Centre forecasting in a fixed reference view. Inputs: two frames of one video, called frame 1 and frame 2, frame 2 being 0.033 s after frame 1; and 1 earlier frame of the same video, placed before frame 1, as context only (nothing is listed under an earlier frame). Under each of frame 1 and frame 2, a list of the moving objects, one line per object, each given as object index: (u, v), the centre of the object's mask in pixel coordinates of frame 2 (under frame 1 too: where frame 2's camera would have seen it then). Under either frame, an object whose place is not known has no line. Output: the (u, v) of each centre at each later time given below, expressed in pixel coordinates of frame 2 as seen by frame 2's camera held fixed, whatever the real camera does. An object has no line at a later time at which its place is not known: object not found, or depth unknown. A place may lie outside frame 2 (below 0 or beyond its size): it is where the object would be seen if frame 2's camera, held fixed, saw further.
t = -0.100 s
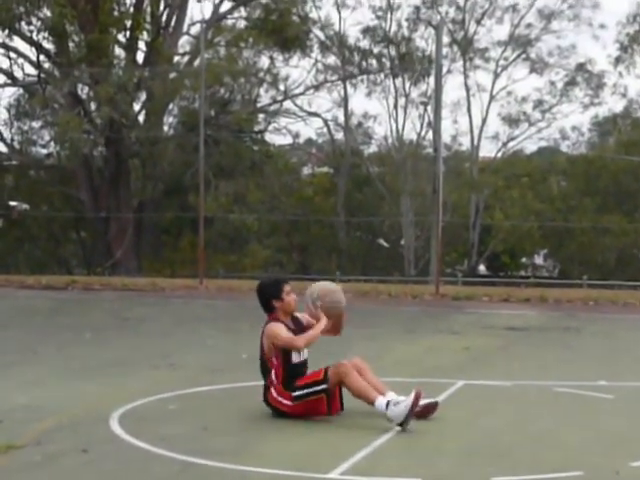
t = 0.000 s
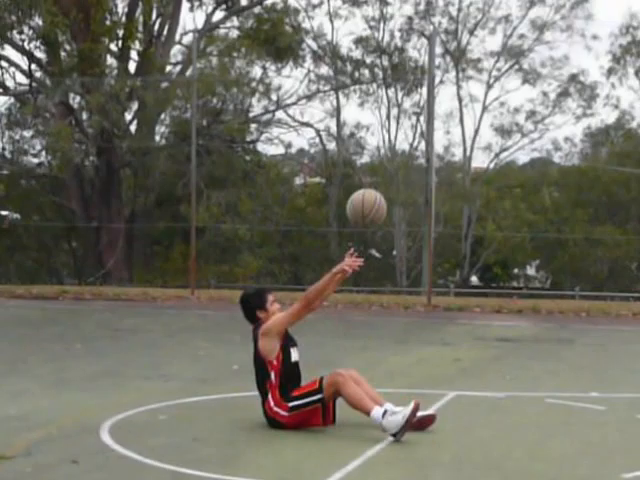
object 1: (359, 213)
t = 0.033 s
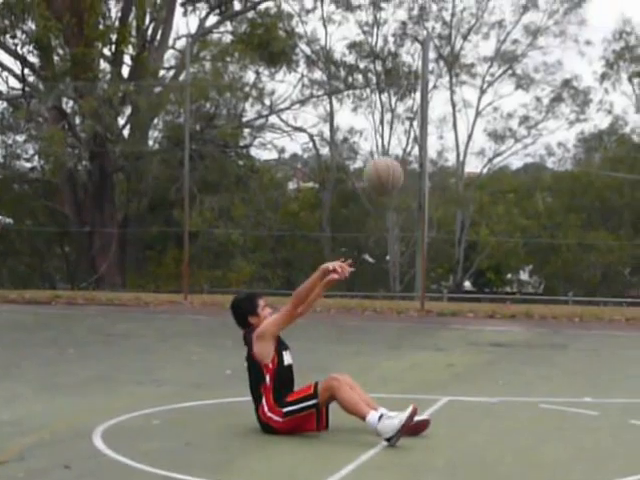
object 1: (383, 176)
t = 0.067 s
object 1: (407, 140)
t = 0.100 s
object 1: (430, 106)
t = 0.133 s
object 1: (452, 74)
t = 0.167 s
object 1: (479, 43)
